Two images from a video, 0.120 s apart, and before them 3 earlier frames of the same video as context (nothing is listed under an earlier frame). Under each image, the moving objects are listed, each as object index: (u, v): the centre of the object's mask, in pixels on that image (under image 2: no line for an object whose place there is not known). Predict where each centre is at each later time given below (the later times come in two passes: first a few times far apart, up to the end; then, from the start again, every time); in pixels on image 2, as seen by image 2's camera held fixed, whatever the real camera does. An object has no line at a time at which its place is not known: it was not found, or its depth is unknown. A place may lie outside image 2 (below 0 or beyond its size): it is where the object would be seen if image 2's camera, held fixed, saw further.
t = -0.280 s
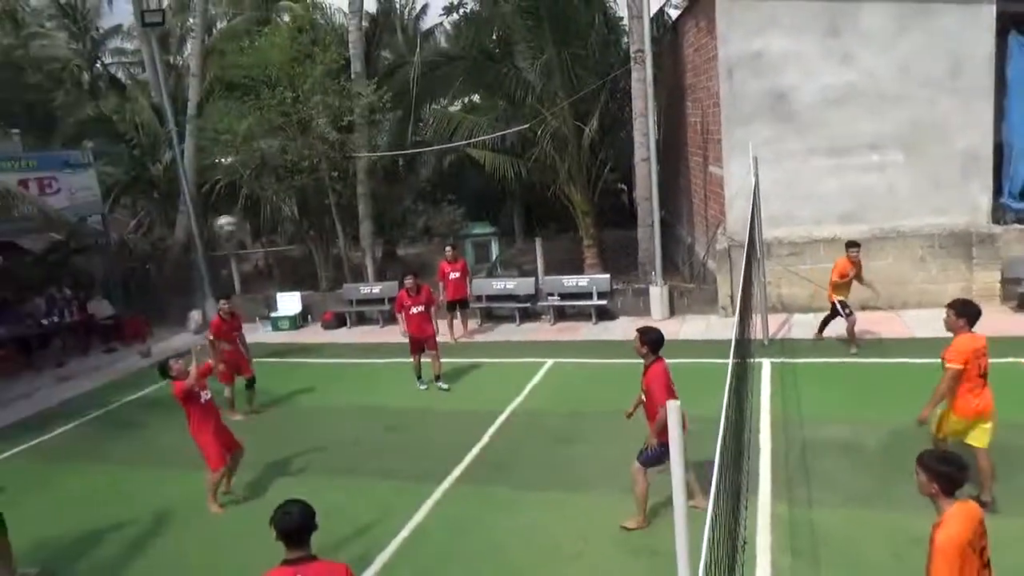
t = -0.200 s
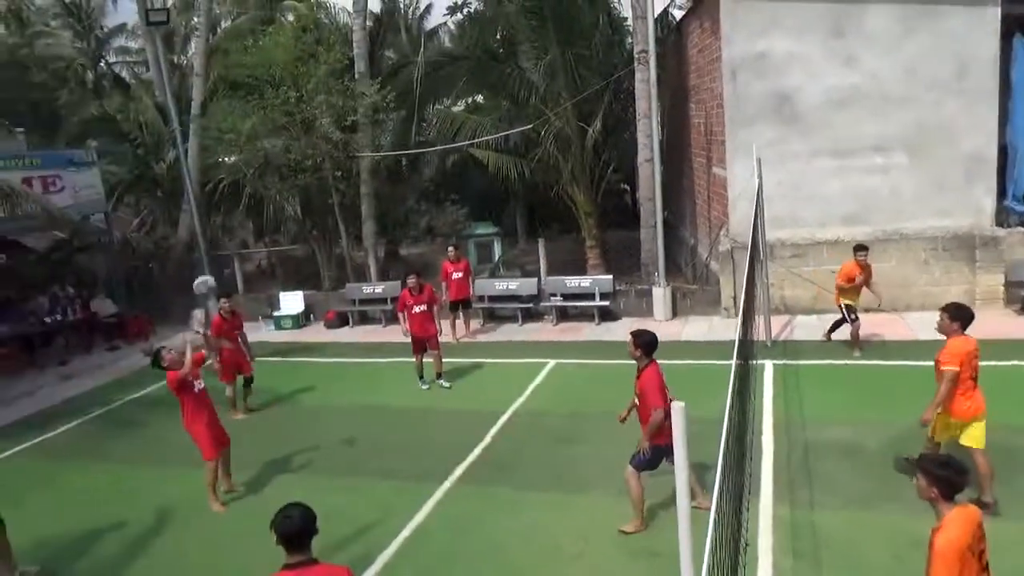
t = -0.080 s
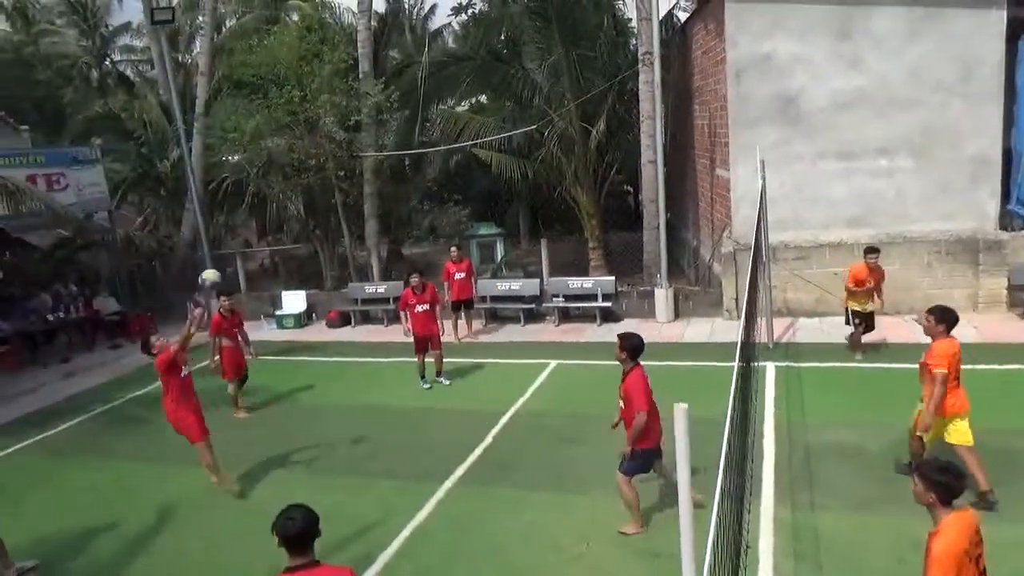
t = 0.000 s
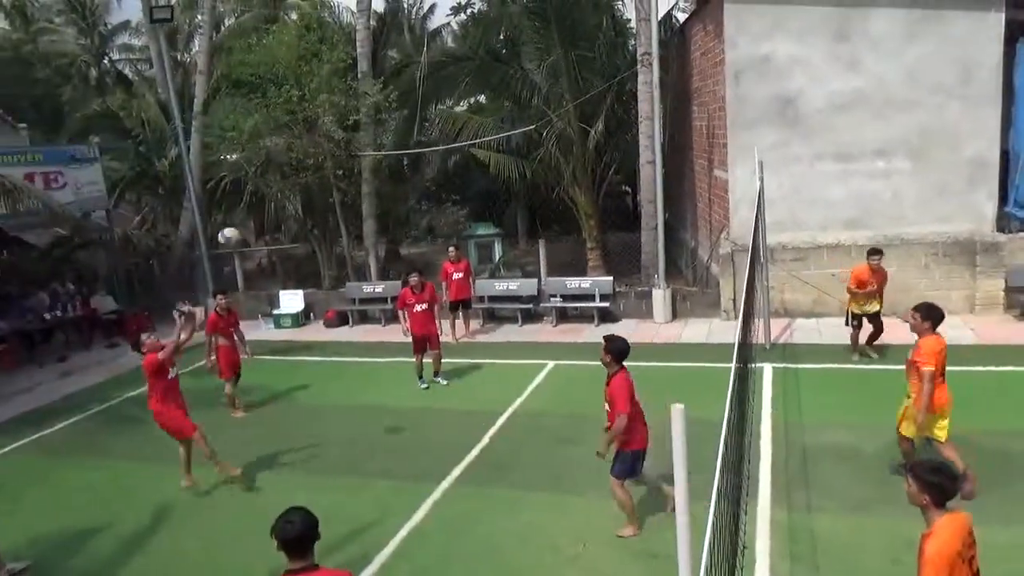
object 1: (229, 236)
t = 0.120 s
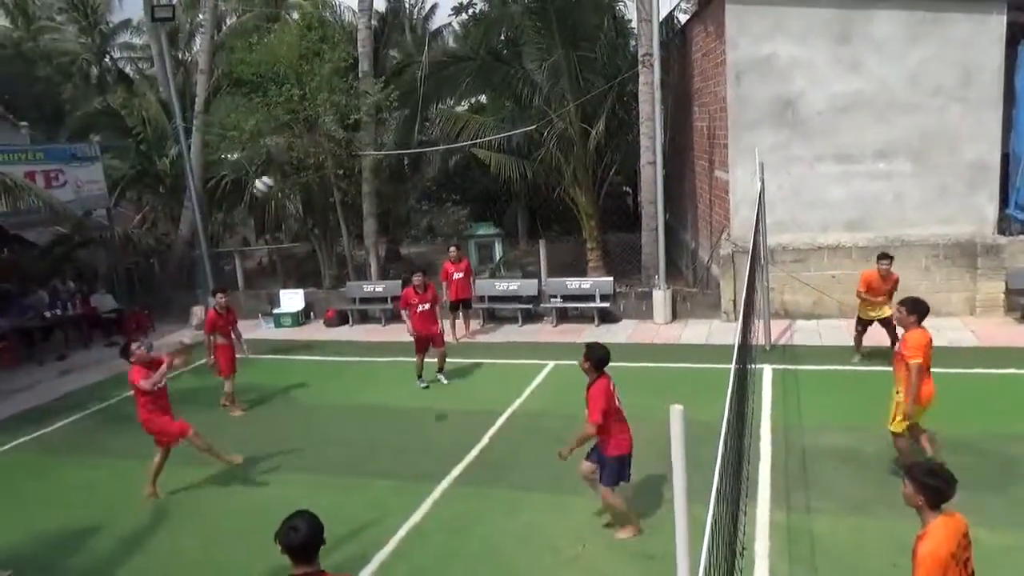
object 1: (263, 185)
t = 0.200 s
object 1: (288, 161)
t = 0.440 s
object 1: (366, 129)
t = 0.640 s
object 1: (436, 151)
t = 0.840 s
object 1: (508, 216)
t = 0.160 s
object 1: (276, 173)
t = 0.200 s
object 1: (288, 161)
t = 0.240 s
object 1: (301, 153)
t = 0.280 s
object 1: (313, 143)
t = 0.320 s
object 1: (327, 137)
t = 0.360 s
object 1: (341, 133)
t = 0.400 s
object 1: (354, 129)
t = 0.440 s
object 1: (366, 129)
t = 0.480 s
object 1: (380, 130)
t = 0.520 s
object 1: (394, 133)
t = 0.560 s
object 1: (408, 138)
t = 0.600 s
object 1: (423, 143)
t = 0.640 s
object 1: (436, 151)
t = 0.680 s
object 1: (451, 160)
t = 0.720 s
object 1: (466, 172)
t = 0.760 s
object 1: (480, 186)
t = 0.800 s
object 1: (494, 200)
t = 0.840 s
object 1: (508, 216)
